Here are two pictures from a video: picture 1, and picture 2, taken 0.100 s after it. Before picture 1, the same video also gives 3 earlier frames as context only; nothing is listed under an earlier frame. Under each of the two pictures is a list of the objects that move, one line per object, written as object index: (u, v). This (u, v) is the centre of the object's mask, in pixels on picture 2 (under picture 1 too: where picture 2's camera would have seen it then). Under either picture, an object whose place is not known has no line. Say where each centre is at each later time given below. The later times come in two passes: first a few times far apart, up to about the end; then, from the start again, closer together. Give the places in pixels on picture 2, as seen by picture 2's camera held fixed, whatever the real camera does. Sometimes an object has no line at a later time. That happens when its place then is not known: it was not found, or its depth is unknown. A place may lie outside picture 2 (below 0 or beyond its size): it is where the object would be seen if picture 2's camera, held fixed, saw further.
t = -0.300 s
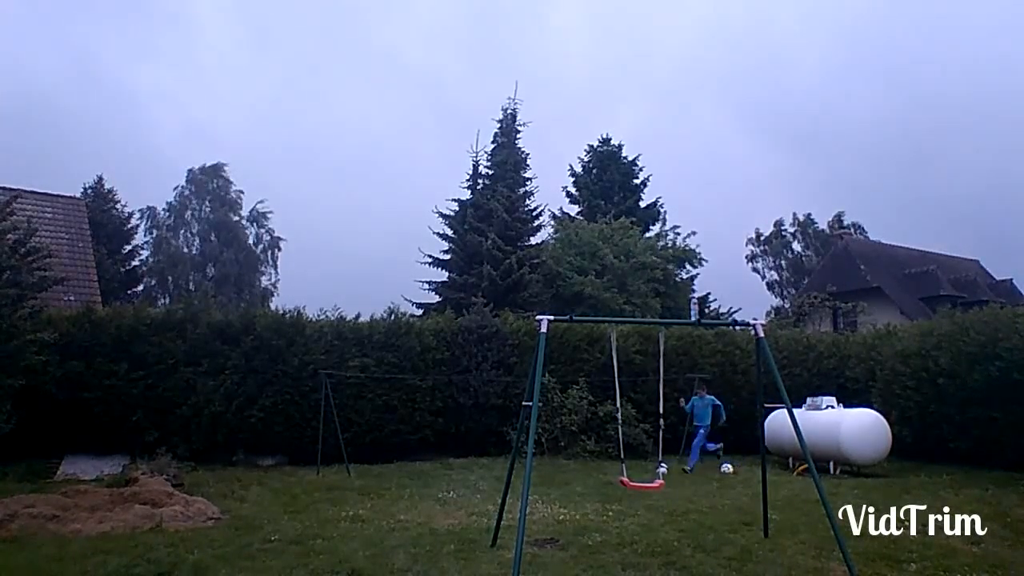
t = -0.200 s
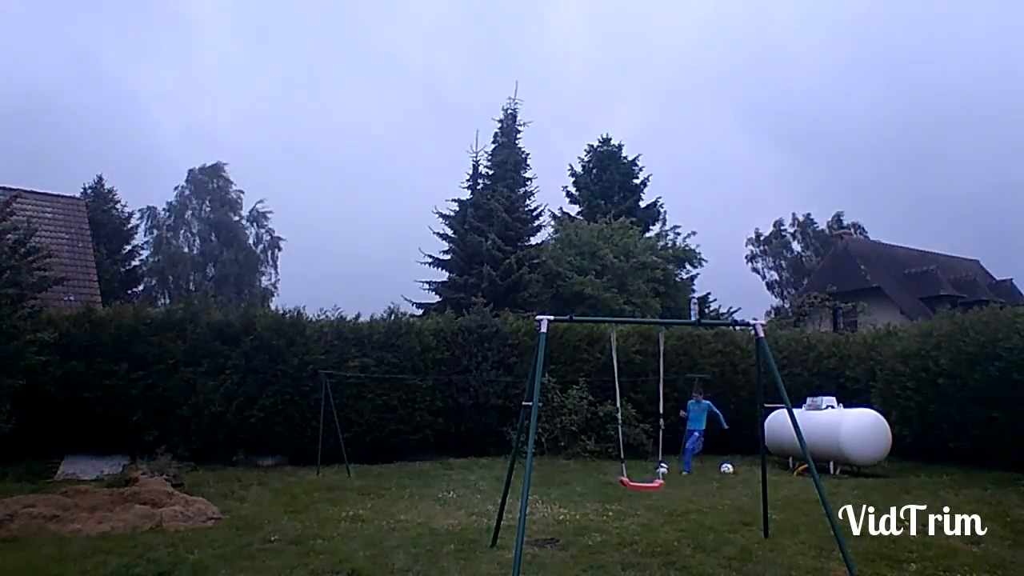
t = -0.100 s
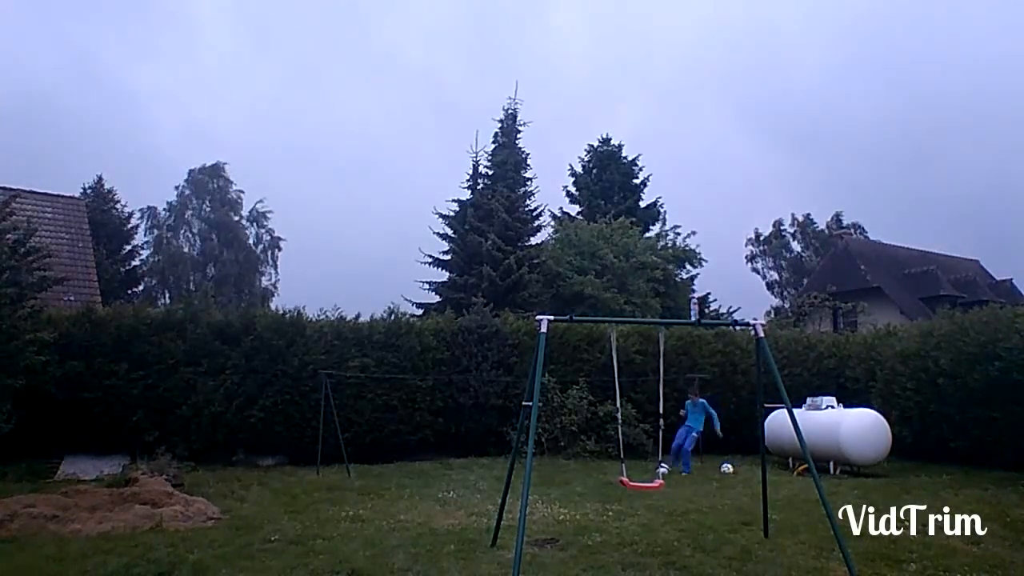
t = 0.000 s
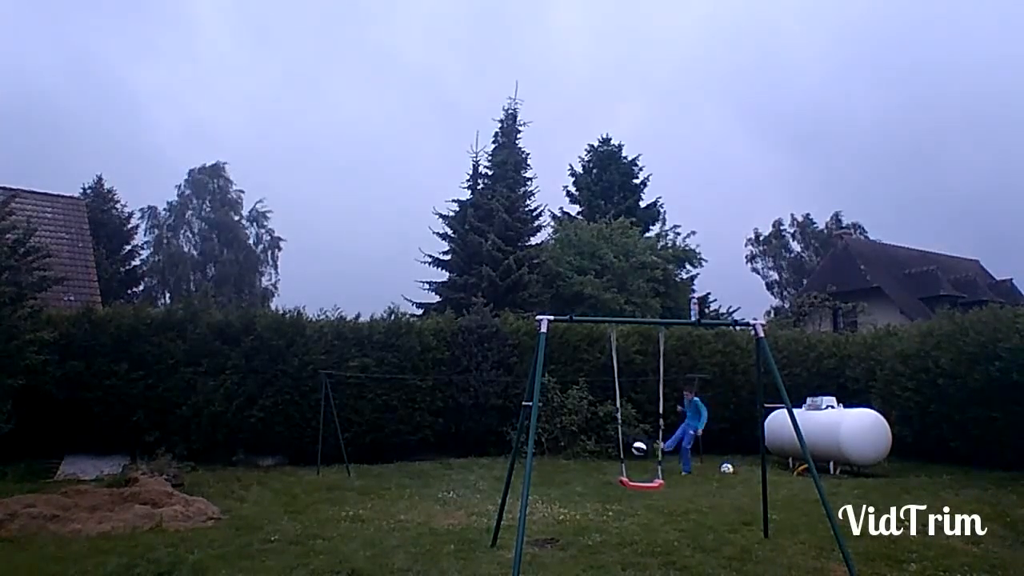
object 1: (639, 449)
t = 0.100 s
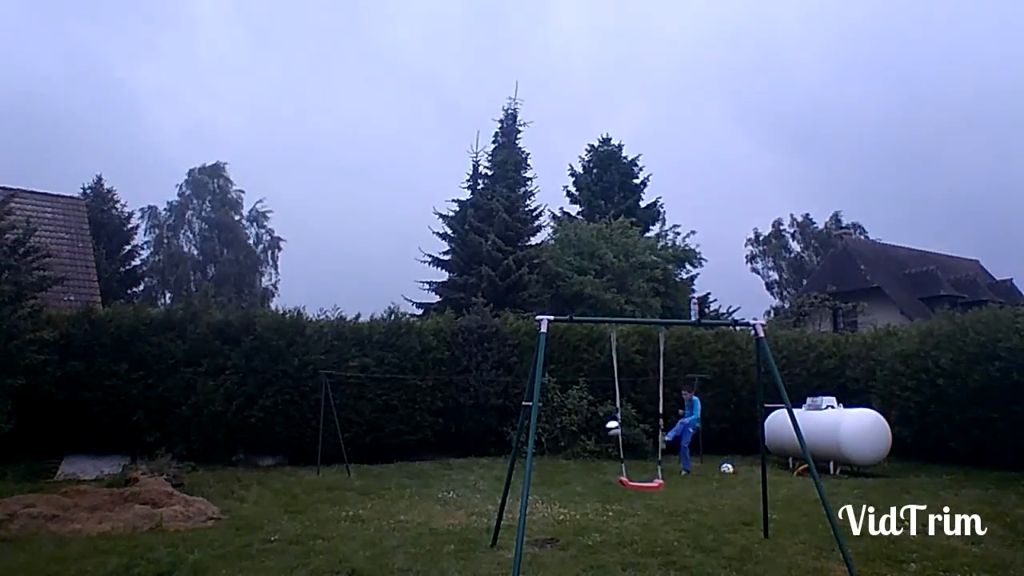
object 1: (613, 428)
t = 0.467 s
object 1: (484, 390)
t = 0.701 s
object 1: (285, 422)
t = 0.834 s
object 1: (46, 527)
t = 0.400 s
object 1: (518, 393)
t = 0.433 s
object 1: (504, 392)
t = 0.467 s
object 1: (484, 390)
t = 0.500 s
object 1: (464, 389)
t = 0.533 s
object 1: (441, 389)
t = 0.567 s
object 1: (416, 392)
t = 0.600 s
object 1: (388, 395)
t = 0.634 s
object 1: (359, 401)
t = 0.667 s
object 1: (324, 410)
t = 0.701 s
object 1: (285, 422)
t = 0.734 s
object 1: (240, 438)
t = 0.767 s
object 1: (187, 460)
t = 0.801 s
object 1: (125, 487)
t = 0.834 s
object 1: (46, 527)
